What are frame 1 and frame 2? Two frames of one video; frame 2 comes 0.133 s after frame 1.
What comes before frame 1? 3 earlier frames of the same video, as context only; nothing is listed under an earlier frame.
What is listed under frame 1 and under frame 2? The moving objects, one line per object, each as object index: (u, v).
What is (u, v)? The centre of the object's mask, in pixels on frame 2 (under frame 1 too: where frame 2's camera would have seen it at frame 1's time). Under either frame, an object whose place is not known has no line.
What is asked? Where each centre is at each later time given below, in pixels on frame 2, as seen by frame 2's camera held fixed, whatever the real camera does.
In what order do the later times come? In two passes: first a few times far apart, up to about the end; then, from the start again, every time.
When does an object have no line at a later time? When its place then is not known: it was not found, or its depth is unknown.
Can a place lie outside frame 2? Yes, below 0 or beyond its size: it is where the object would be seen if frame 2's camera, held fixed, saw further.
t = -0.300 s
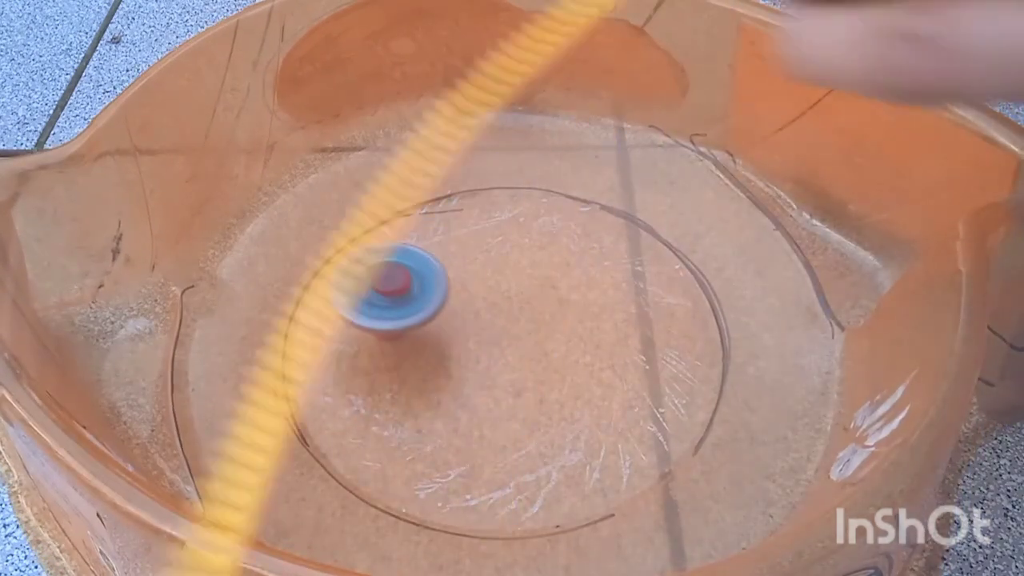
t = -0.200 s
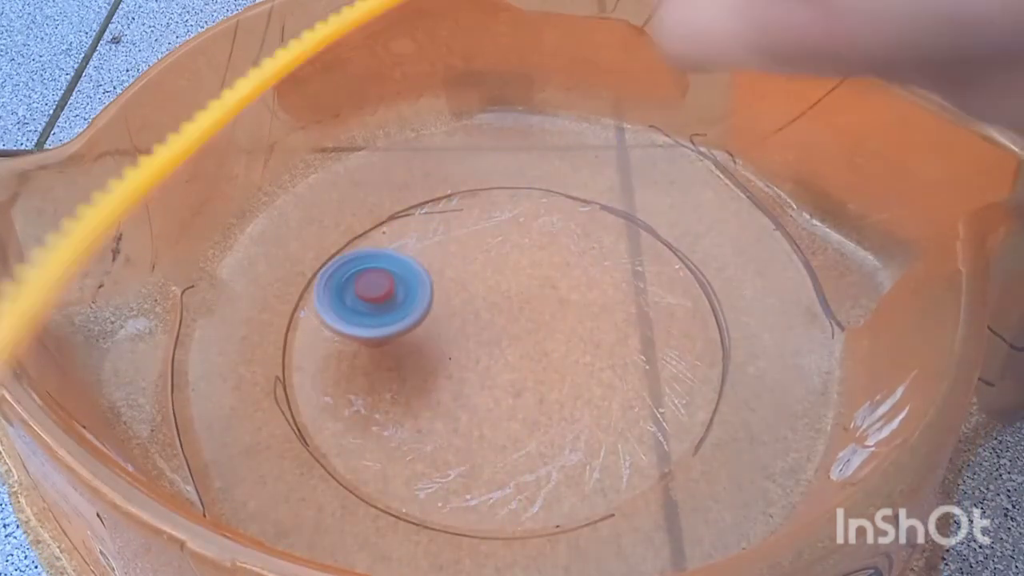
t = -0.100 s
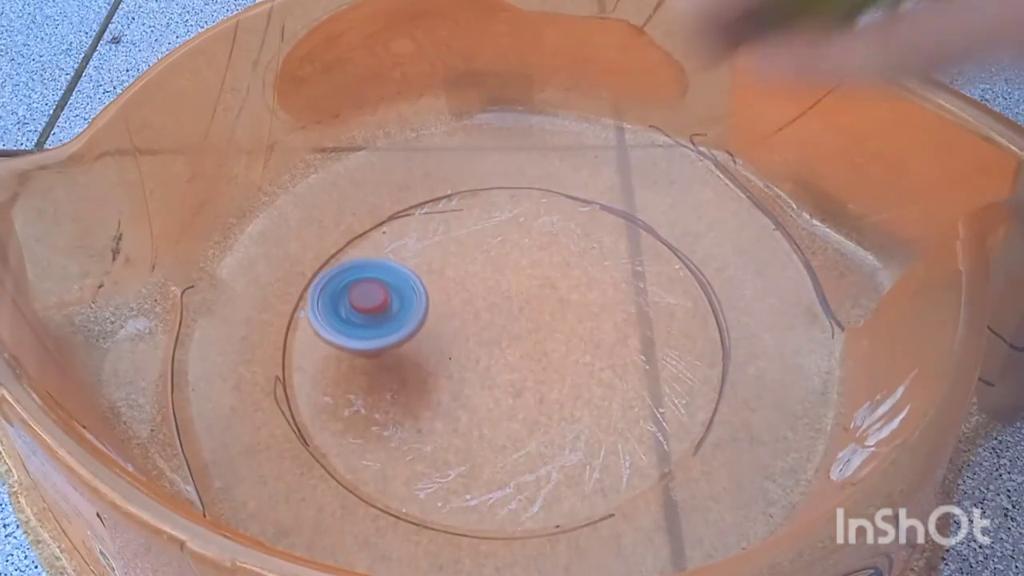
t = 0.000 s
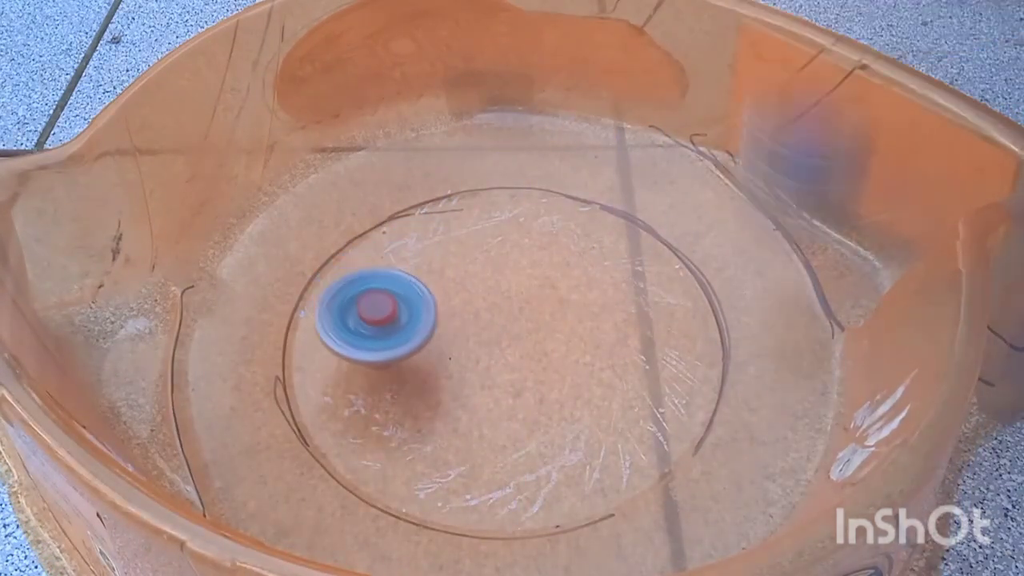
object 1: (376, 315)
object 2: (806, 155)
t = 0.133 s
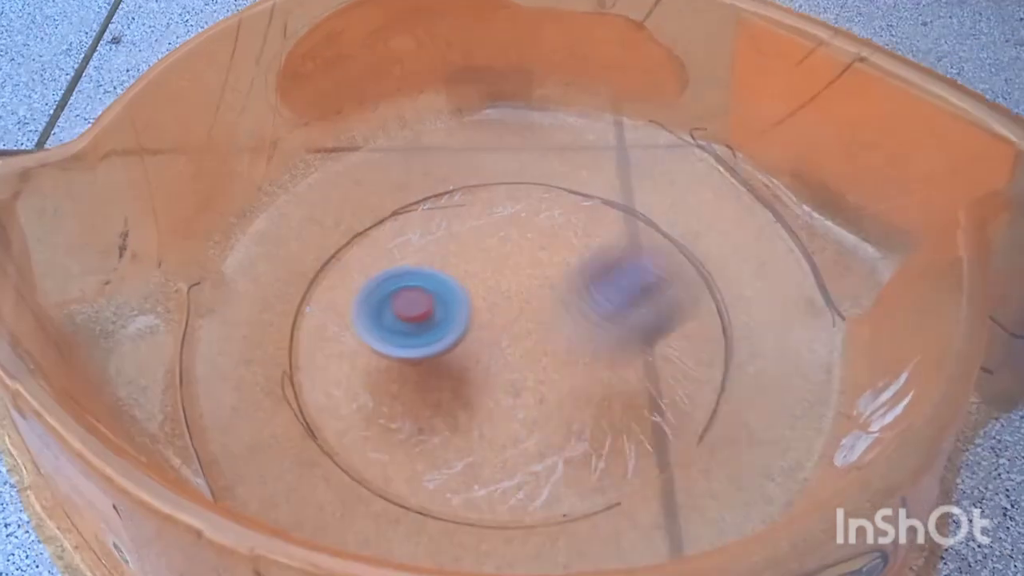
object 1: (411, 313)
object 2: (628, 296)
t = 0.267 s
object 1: (361, 252)
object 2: (462, 457)
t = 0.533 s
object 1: (347, 260)
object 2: (197, 335)
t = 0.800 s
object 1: (546, 103)
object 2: (429, 244)
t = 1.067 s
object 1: (565, 227)
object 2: (740, 417)
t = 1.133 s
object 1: (558, 259)
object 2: (692, 493)
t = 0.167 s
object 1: (421, 310)
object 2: (553, 359)
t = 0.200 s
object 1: (417, 299)
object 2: (513, 390)
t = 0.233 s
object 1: (385, 274)
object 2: (493, 434)
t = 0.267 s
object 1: (361, 252)
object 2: (462, 457)
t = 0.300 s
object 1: (341, 238)
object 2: (425, 476)
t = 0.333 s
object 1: (326, 232)
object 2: (385, 478)
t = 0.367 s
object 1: (317, 233)
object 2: (350, 472)
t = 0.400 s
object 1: (312, 241)
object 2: (310, 454)
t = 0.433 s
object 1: (310, 257)
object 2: (275, 424)
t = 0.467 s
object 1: (314, 277)
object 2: (253, 389)
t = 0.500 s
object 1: (328, 272)
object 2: (222, 360)
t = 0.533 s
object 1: (347, 260)
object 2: (197, 335)
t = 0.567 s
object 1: (359, 251)
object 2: (187, 304)
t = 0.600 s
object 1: (367, 240)
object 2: (210, 280)
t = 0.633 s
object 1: (371, 229)
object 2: (252, 273)
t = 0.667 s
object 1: (406, 190)
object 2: (285, 259)
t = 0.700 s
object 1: (446, 165)
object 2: (312, 253)
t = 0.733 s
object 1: (488, 137)
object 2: (348, 247)
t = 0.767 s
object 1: (518, 112)
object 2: (385, 244)
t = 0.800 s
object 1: (546, 103)
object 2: (429, 244)
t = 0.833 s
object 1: (574, 95)
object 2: (468, 245)
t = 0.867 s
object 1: (582, 101)
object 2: (520, 253)
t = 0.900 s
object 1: (588, 126)
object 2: (565, 269)
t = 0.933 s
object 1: (590, 145)
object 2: (613, 285)
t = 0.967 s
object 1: (588, 162)
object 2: (657, 311)
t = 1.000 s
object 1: (580, 186)
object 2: (701, 343)
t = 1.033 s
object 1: (573, 208)
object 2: (728, 374)
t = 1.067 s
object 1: (565, 227)
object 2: (740, 417)
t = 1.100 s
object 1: (559, 245)
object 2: (735, 462)
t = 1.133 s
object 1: (558, 259)
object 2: (692, 493)
